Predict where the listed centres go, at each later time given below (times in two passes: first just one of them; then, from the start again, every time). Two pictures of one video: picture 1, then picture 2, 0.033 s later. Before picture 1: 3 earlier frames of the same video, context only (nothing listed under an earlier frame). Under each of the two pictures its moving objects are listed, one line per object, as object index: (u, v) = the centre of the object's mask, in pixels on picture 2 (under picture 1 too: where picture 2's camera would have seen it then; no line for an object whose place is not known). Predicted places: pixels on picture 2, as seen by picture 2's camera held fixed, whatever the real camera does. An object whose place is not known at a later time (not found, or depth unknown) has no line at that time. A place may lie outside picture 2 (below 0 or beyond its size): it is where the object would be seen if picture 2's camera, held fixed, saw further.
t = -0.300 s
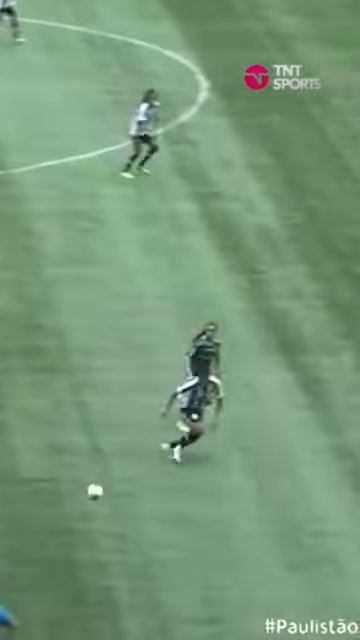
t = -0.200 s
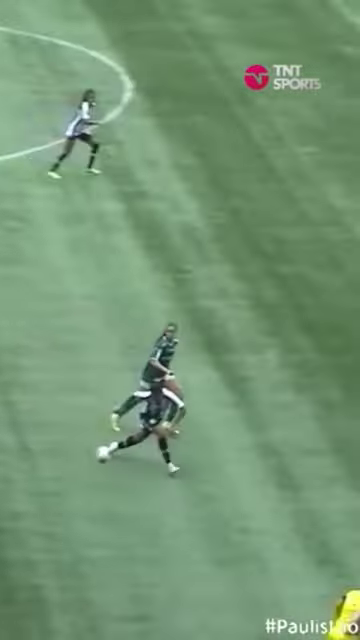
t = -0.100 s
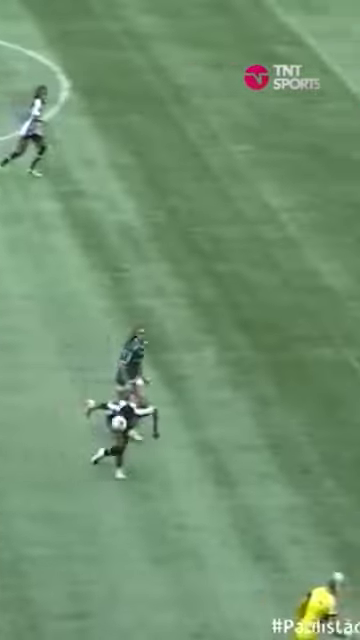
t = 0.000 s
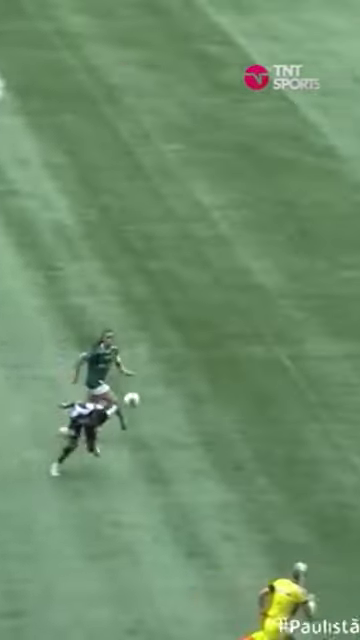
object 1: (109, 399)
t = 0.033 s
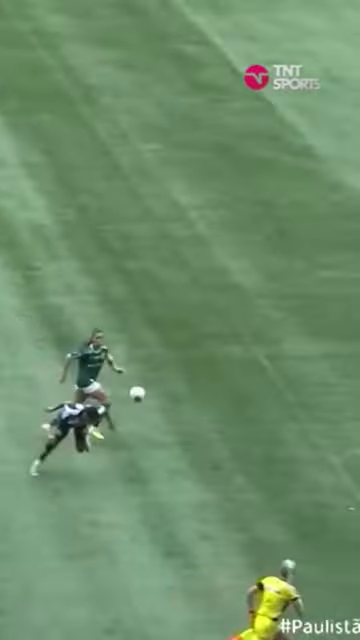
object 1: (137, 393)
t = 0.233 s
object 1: (295, 377)
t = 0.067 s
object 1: (164, 388)
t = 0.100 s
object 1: (190, 385)
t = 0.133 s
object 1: (217, 381)
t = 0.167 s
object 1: (244, 379)
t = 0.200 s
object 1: (270, 377)
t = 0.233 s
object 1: (295, 377)
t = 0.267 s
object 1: (321, 378)
